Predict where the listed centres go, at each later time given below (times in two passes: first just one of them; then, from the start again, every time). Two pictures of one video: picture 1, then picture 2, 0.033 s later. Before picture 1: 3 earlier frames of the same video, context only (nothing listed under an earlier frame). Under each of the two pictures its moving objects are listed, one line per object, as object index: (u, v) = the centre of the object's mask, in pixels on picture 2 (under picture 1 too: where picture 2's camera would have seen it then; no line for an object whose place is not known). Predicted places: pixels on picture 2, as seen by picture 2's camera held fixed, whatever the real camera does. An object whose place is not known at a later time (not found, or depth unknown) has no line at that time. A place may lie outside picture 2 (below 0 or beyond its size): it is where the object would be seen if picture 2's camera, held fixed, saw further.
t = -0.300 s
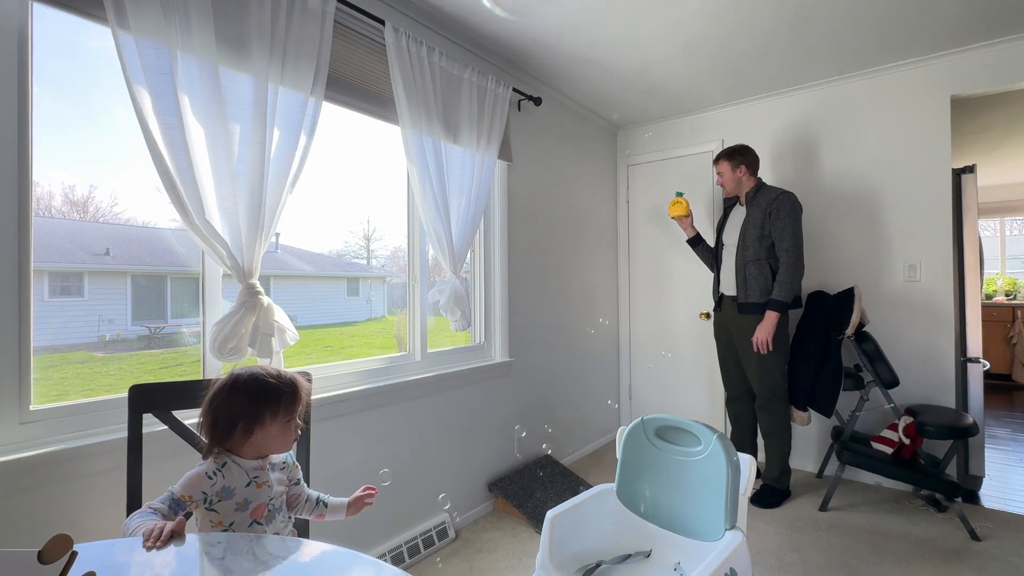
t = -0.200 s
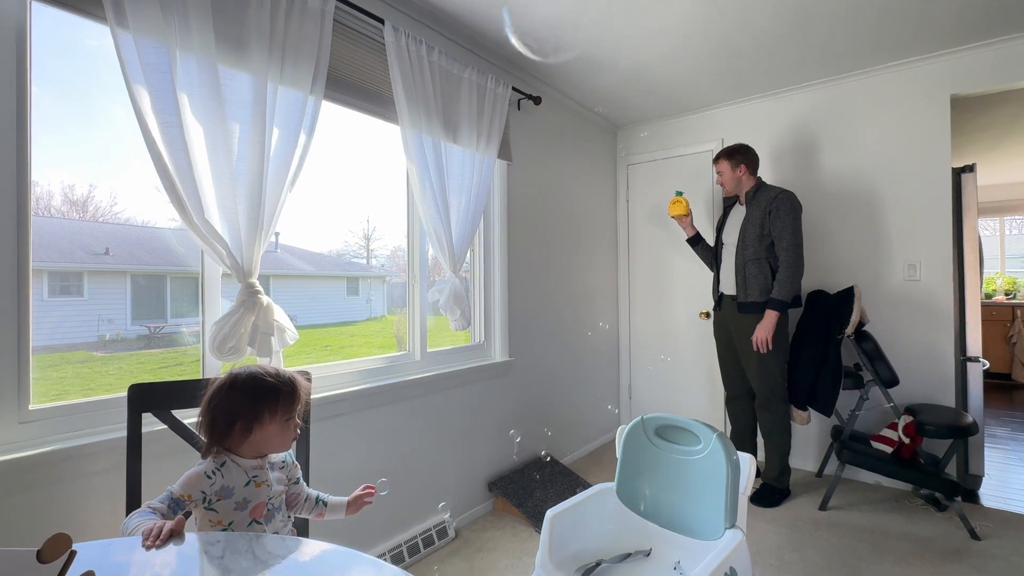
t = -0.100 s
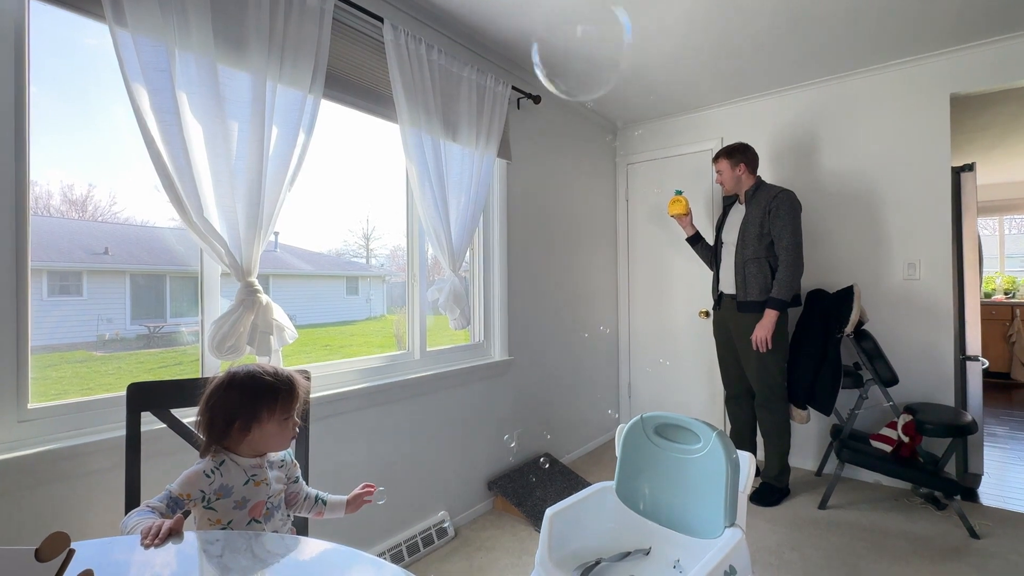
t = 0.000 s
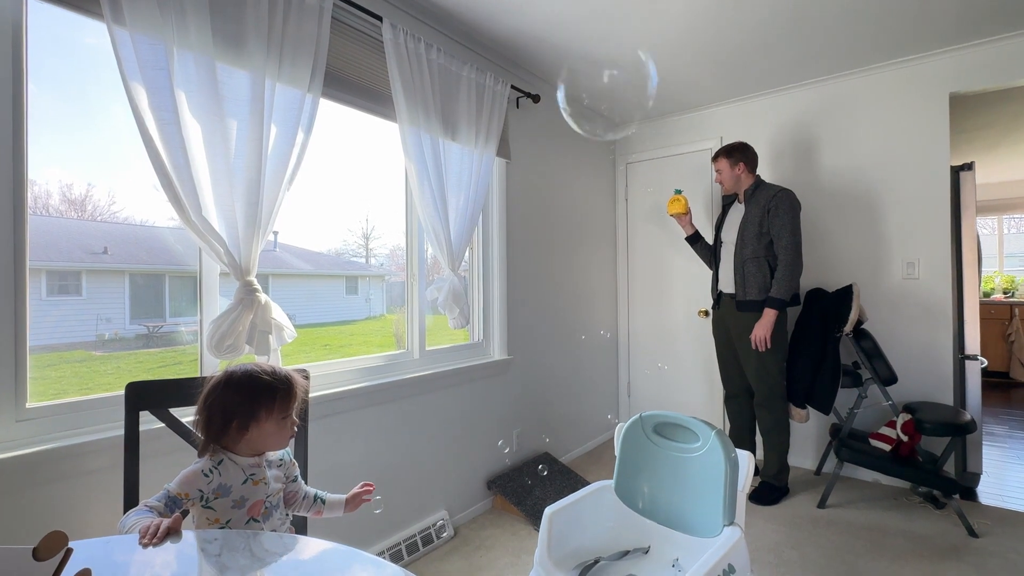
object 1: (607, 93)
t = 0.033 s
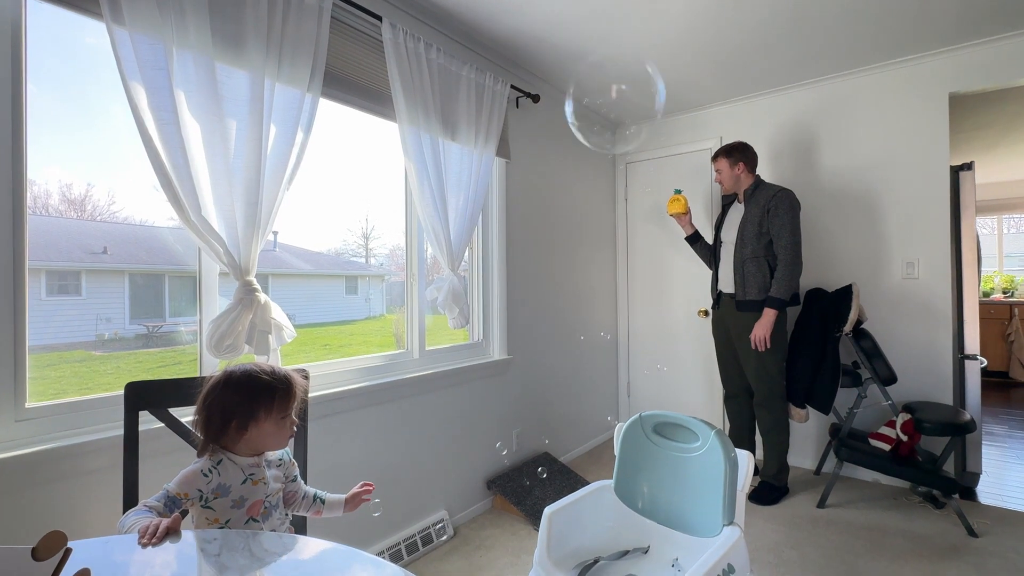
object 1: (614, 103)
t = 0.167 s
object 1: (637, 126)
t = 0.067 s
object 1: (623, 114)
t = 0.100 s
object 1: (629, 120)
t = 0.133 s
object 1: (635, 126)
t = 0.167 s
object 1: (637, 126)
